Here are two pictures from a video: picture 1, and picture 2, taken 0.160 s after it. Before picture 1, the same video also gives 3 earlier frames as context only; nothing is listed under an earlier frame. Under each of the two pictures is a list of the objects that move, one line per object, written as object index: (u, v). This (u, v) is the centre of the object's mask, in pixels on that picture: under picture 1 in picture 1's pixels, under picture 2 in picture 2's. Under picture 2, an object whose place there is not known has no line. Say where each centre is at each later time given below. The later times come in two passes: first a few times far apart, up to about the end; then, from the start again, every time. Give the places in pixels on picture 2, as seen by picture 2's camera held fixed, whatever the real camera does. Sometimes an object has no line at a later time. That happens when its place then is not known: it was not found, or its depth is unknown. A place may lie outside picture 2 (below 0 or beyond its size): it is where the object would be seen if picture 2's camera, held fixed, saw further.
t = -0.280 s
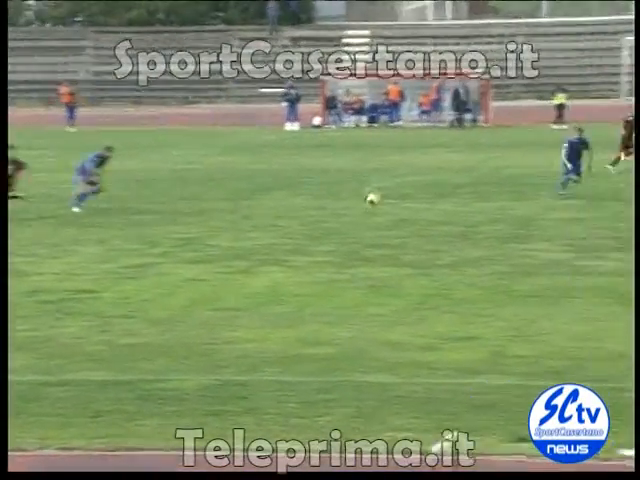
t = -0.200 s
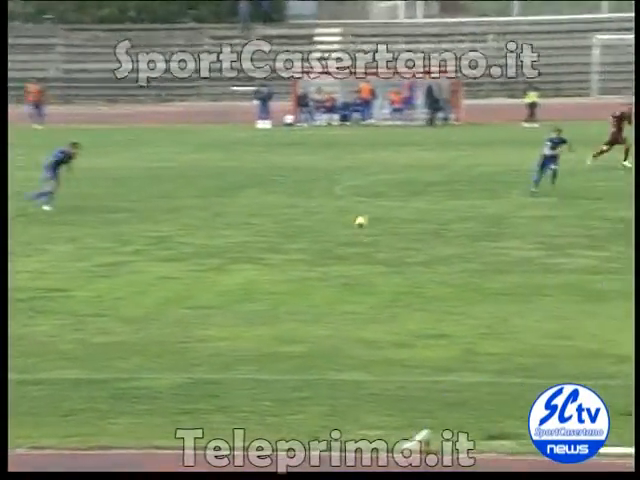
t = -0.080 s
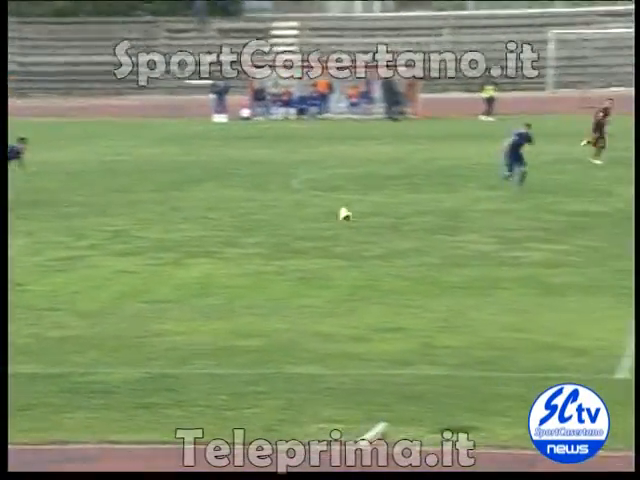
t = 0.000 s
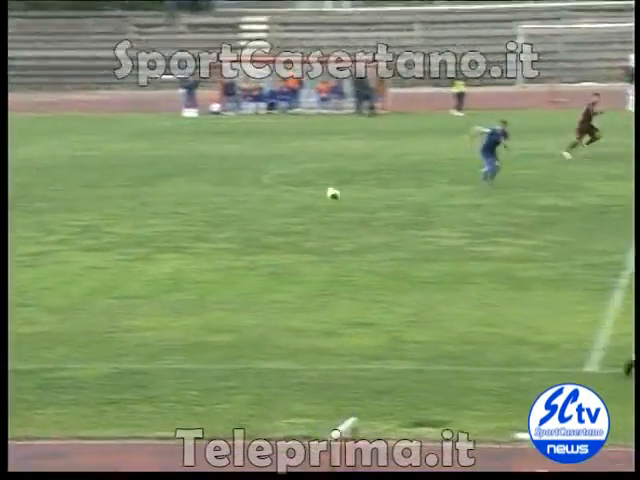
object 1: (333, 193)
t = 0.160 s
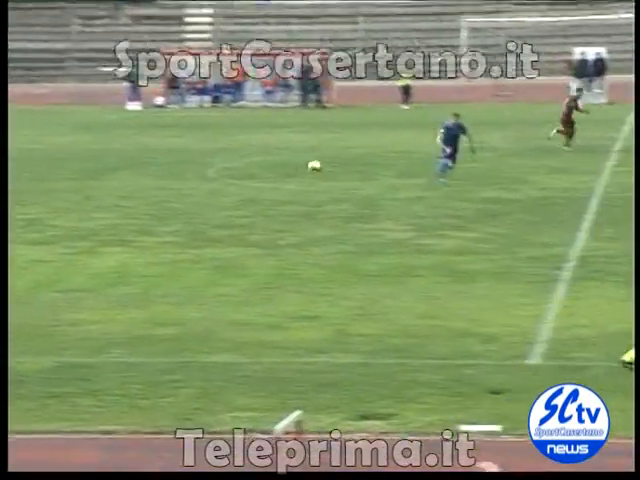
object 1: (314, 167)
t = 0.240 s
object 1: (332, 163)
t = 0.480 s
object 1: (391, 172)
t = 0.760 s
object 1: (456, 226)
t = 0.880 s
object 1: (486, 219)
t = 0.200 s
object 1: (325, 165)
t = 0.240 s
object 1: (332, 163)
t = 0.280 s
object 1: (343, 162)
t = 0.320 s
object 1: (352, 162)
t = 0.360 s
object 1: (362, 164)
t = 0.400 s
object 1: (372, 165)
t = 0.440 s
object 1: (381, 169)
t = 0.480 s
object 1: (391, 172)
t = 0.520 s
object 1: (400, 177)
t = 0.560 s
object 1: (410, 183)
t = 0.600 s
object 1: (419, 190)
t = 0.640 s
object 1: (429, 197)
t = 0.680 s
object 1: (438, 205)
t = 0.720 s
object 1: (447, 216)
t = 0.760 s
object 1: (456, 226)
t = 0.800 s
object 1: (465, 234)
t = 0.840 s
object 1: (475, 225)
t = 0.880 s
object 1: (486, 219)
